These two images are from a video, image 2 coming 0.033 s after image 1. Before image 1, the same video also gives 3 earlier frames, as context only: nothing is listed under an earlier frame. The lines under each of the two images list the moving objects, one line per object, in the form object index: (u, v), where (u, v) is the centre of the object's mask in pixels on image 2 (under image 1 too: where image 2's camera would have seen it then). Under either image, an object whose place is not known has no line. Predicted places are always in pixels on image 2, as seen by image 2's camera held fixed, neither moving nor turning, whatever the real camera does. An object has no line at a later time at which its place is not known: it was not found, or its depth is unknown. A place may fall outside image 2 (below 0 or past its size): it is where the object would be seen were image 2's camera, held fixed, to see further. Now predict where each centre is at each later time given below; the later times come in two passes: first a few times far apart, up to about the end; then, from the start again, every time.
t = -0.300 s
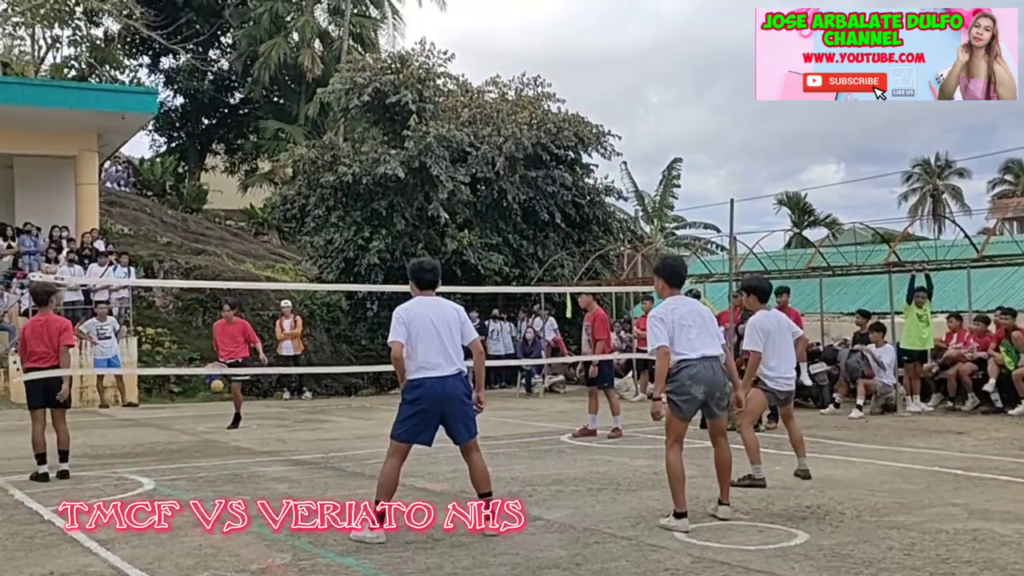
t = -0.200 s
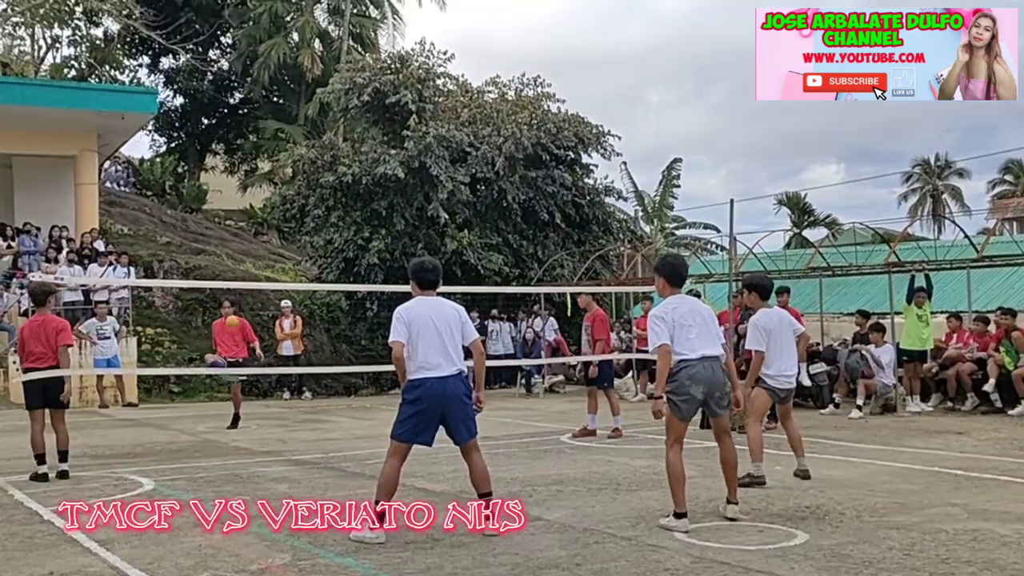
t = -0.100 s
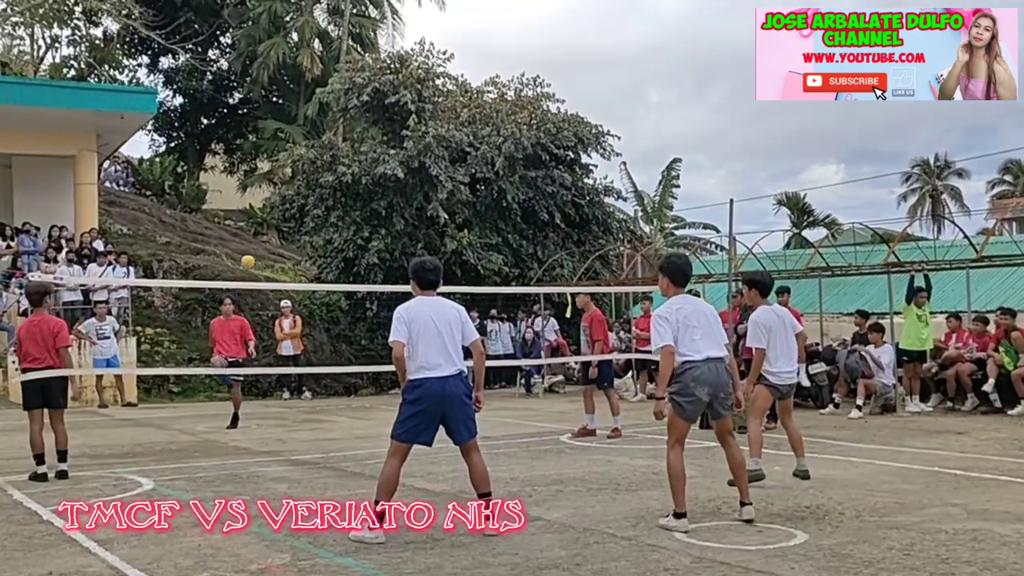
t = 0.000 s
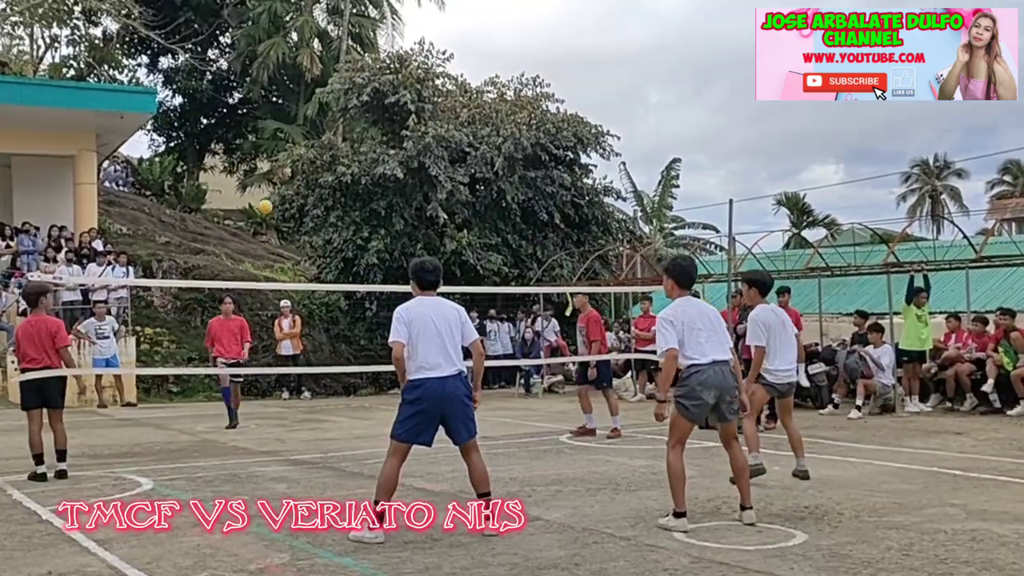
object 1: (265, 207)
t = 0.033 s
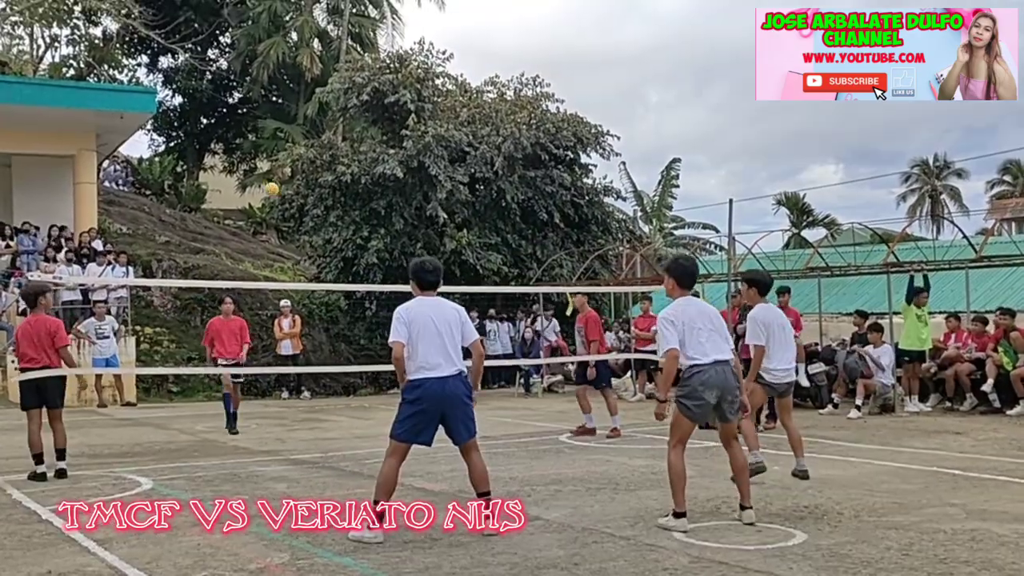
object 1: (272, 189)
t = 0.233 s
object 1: (314, 101)
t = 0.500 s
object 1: (390, 33)
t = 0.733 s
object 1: (479, 44)
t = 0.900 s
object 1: (565, 111)
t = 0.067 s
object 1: (278, 173)
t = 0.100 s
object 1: (285, 157)
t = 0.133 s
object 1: (291, 142)
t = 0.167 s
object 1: (299, 127)
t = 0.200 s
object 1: (306, 114)
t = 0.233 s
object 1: (314, 101)
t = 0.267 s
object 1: (323, 89)
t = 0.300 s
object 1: (331, 78)
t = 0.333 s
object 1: (340, 68)
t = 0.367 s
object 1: (349, 59)
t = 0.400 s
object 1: (359, 51)
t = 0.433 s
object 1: (368, 44)
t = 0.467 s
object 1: (378, 38)
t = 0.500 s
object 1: (390, 33)
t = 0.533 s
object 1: (400, 31)
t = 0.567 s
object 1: (412, 29)
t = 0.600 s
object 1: (424, 28)
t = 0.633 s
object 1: (437, 30)
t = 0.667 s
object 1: (450, 32)
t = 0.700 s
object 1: (464, 37)
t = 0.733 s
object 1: (479, 44)
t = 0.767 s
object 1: (494, 52)
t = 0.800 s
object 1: (510, 63)
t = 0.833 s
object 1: (528, 77)
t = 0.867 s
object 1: (546, 92)
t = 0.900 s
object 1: (565, 111)
